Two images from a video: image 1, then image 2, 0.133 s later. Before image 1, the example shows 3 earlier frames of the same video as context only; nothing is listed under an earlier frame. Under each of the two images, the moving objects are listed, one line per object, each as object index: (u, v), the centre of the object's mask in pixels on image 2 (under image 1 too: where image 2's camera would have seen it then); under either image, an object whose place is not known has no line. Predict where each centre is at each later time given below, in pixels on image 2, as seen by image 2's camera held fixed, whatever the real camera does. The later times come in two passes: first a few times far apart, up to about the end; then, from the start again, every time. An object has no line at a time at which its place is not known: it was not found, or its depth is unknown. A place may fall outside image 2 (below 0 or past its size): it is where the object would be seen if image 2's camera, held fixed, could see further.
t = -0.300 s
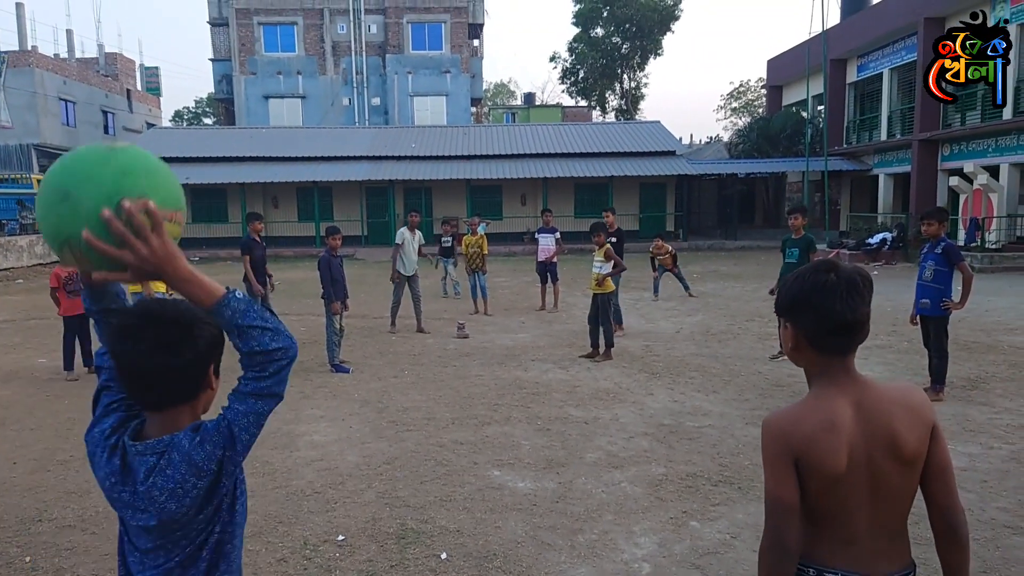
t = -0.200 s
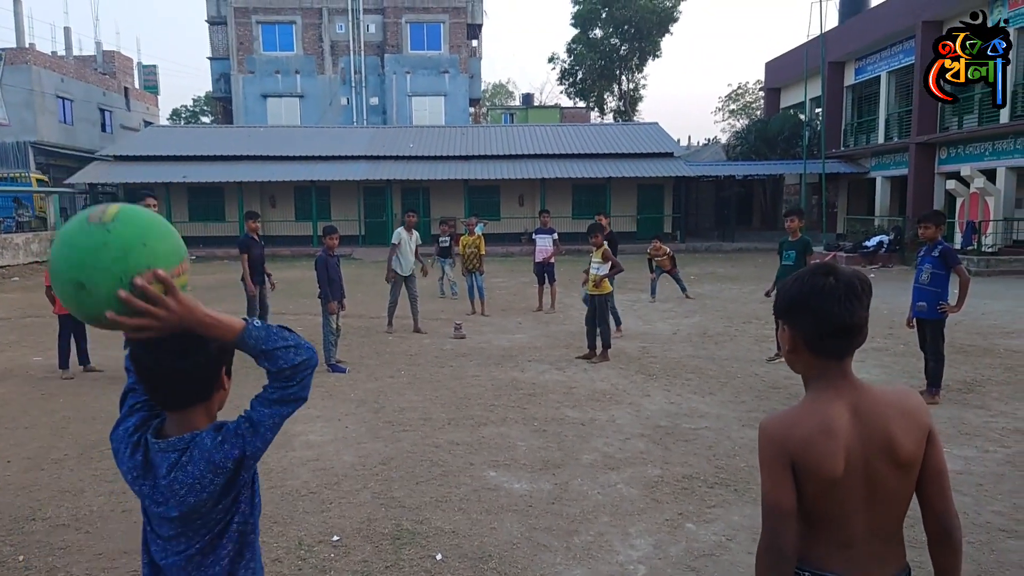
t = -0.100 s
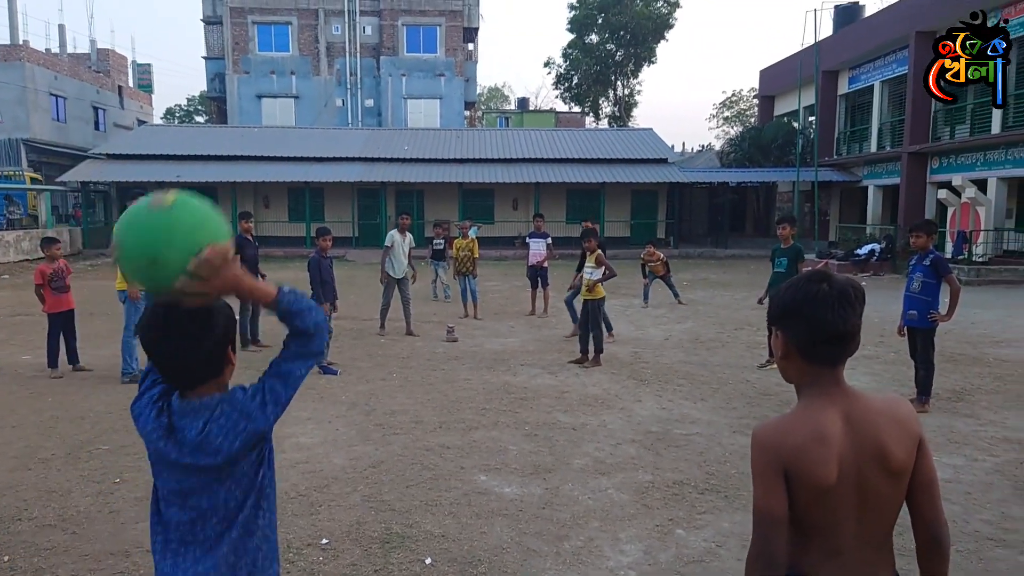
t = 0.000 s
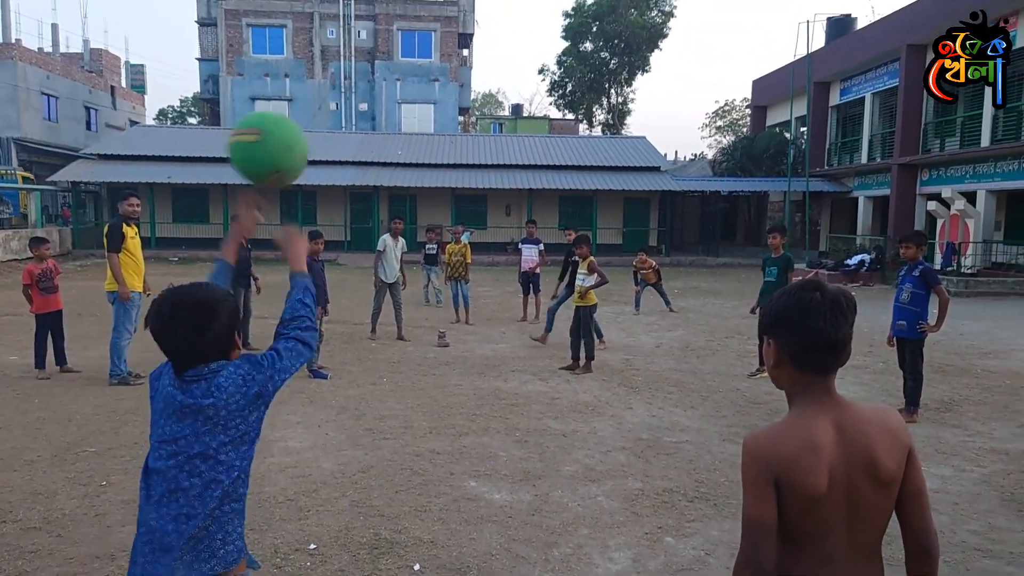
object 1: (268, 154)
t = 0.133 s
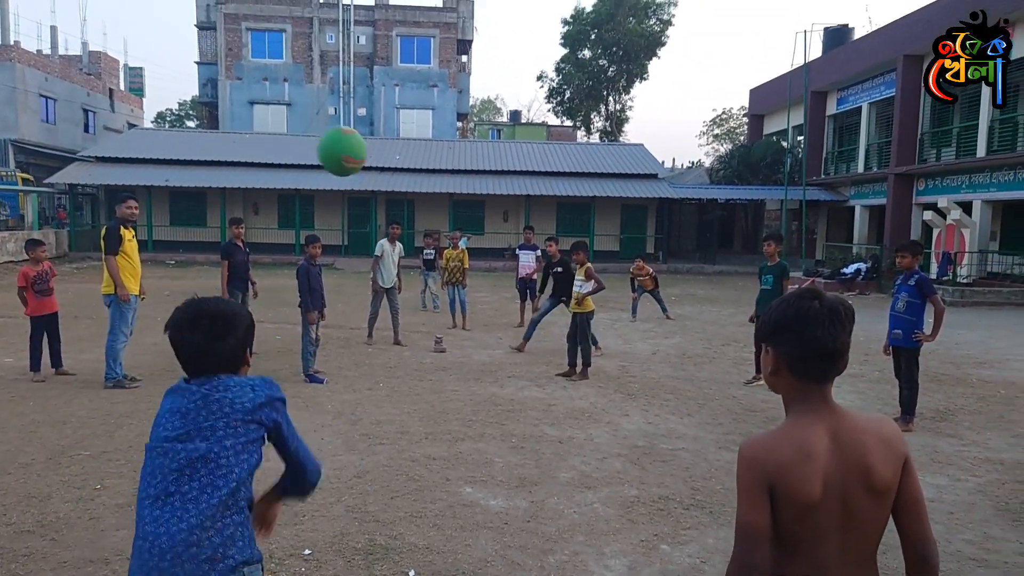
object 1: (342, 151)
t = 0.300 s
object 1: (383, 192)
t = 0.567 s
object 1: (409, 282)
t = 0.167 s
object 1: (353, 157)
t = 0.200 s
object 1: (363, 165)
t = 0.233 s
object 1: (371, 174)
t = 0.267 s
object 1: (378, 182)
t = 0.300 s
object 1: (383, 192)
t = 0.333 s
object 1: (389, 202)
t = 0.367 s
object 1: (393, 213)
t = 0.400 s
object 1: (396, 223)
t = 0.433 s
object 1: (400, 235)
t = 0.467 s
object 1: (403, 246)
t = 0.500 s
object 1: (405, 258)
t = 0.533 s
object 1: (407, 270)
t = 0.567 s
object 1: (409, 282)
